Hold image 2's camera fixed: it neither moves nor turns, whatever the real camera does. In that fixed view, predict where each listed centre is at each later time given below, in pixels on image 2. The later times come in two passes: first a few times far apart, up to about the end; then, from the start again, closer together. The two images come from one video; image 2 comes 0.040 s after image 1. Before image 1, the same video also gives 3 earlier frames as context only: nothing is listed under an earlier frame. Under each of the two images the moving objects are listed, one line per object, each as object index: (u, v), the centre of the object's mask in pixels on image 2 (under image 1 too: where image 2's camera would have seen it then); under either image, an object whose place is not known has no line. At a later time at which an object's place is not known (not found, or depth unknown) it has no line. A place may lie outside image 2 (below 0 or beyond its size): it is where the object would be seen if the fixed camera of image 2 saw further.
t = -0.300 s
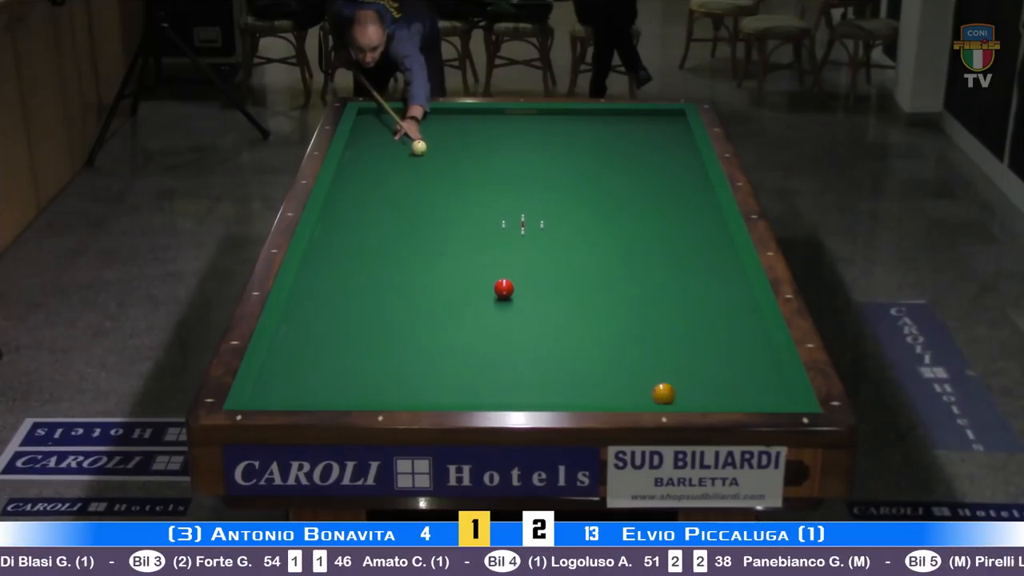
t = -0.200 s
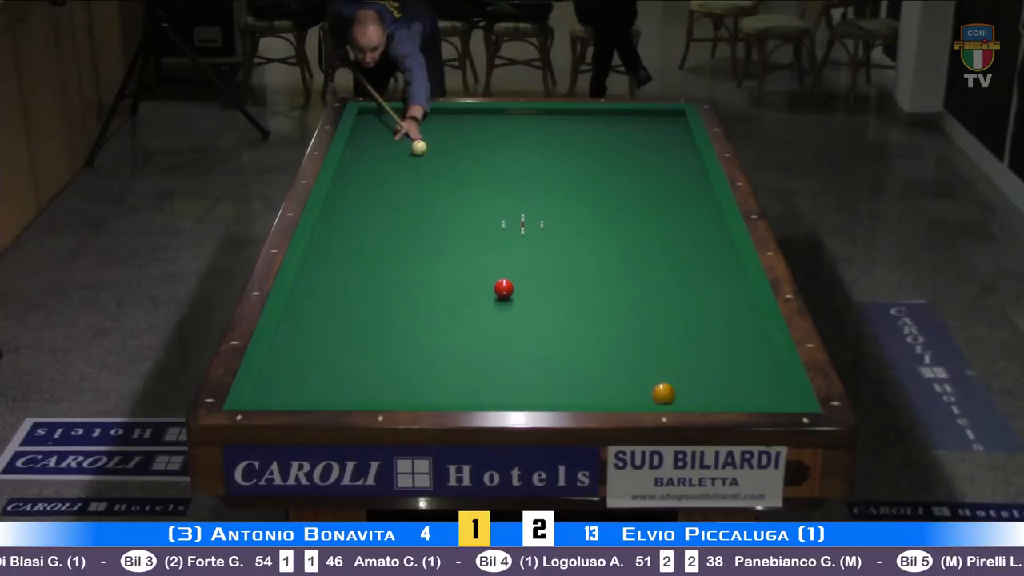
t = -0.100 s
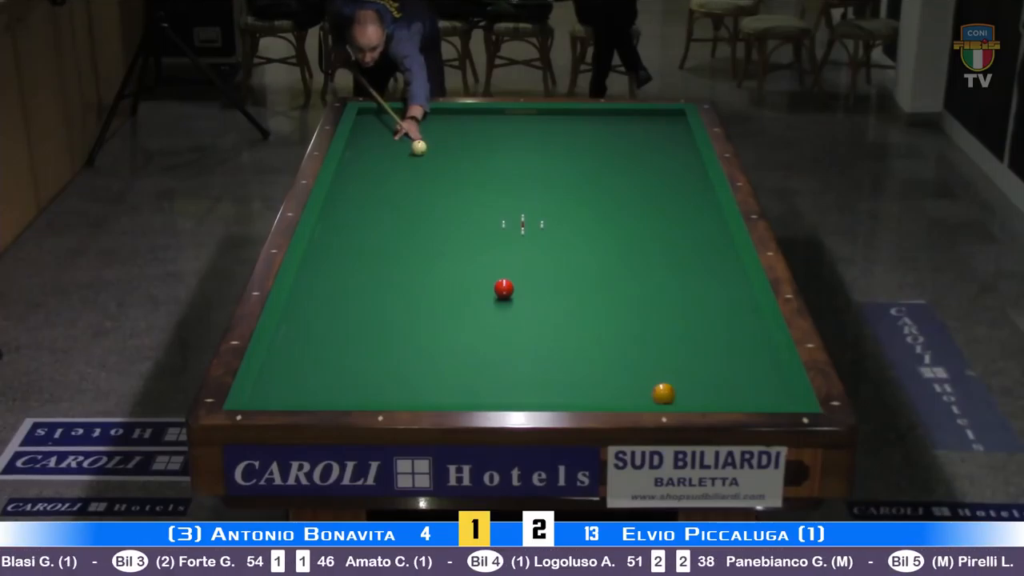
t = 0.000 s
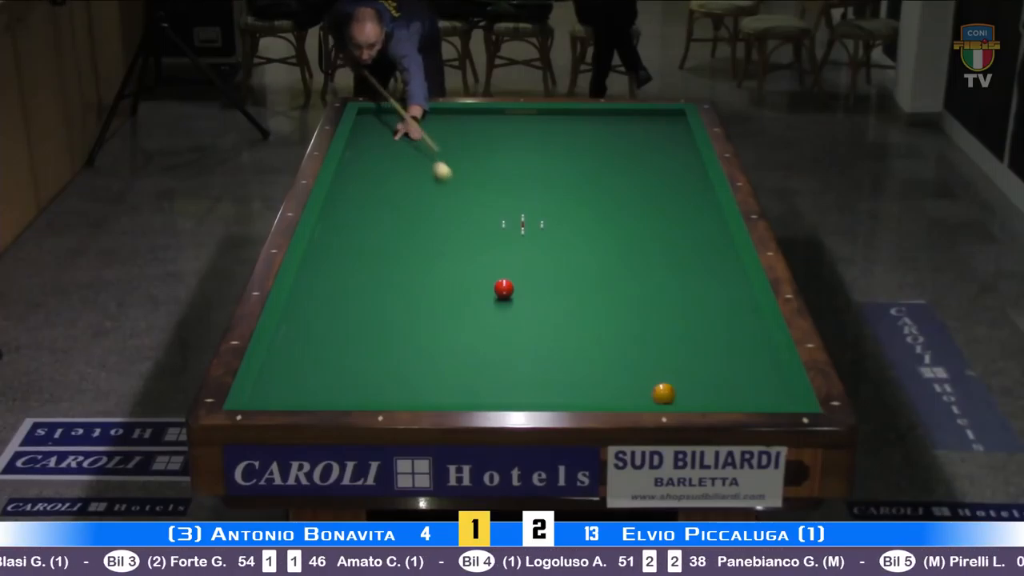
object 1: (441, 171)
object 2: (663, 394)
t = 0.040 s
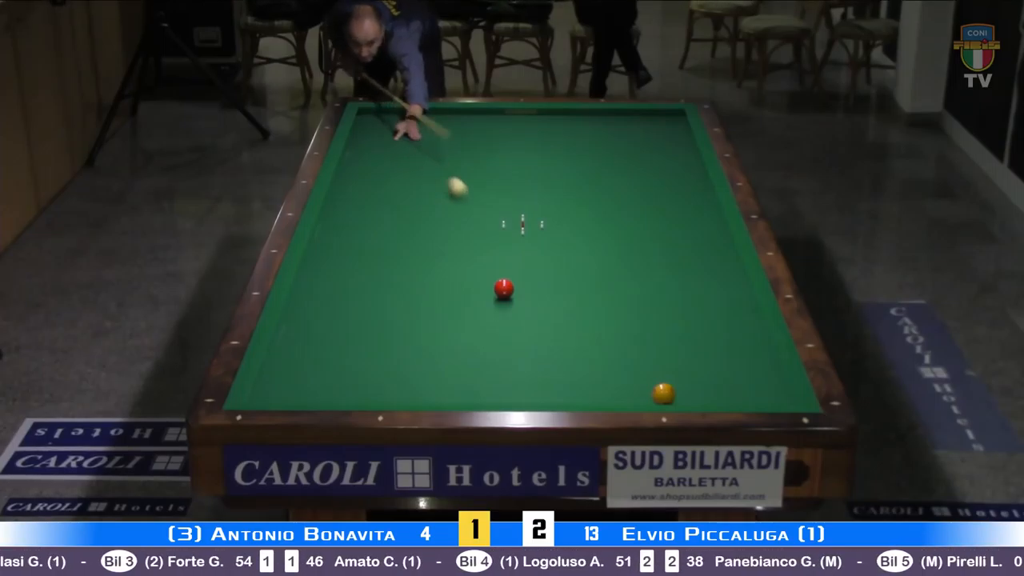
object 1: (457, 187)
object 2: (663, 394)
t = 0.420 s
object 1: (641, 390)
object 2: (675, 396)
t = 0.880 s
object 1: (507, 335)
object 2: (642, 290)
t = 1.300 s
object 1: (453, 309)
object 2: (518, 230)
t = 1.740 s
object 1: (416, 295)
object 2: (414, 179)
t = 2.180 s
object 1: (381, 282)
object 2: (371, 140)
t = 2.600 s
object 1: (352, 270)
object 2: (420, 115)
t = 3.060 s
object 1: (324, 259)
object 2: (437, 123)
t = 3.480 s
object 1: (321, 251)
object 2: (450, 135)
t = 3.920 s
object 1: (335, 246)
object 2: (462, 147)
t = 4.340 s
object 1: (348, 241)
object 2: (476, 160)
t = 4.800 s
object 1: (359, 236)
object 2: (489, 173)
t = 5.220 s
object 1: (368, 233)
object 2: (502, 185)
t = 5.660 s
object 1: (376, 231)
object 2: (516, 198)
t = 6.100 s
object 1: (382, 229)
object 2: (529, 210)
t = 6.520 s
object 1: (386, 228)
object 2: (542, 220)
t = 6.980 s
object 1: (388, 227)
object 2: (555, 233)
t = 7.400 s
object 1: (389, 227)
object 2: (566, 243)
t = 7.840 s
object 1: (389, 227)
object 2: (576, 251)
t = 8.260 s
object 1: (389, 227)
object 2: (587, 263)
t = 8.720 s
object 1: (389, 227)
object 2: (598, 273)
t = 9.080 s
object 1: (389, 227)
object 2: (605, 280)
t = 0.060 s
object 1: (464, 195)
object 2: (663, 394)
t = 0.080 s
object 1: (472, 203)
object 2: (663, 394)
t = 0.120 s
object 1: (489, 221)
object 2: (663, 394)
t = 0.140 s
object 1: (498, 231)
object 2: (663, 394)
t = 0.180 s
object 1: (516, 250)
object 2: (663, 394)
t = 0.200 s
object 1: (525, 260)
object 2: (663, 394)
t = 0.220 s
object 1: (535, 271)
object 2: (663, 394)
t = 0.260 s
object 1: (556, 292)
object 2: (663, 394)
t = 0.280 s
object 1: (567, 304)
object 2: (663, 394)
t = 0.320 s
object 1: (589, 327)
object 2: (663, 394)
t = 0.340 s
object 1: (601, 340)
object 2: (663, 394)
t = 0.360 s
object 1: (613, 353)
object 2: (663, 394)
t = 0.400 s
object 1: (638, 380)
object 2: (663, 394)
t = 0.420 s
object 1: (641, 390)
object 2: (675, 396)
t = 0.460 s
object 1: (623, 397)
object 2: (704, 393)
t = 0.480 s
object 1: (615, 398)
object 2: (715, 385)
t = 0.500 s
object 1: (607, 394)
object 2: (725, 379)
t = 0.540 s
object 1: (593, 388)
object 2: (744, 366)
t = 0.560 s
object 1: (587, 383)
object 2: (753, 360)
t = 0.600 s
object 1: (574, 376)
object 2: (764, 349)
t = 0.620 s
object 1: (568, 372)
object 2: (753, 343)
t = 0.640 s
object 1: (563, 368)
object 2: (743, 338)
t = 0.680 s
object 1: (552, 361)
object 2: (722, 329)
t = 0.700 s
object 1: (547, 358)
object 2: (713, 325)
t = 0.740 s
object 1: (536, 353)
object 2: (695, 316)
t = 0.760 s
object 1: (532, 350)
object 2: (687, 312)
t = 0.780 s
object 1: (527, 347)
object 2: (679, 308)
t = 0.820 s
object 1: (518, 342)
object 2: (664, 300)
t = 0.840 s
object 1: (515, 340)
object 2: (656, 297)
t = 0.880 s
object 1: (507, 335)
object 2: (642, 290)
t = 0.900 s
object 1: (503, 333)
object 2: (635, 287)
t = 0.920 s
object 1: (499, 331)
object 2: (629, 283)
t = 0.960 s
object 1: (493, 327)
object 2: (616, 277)
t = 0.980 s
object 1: (490, 326)
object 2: (610, 274)
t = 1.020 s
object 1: (484, 322)
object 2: (598, 268)
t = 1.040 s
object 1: (481, 321)
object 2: (591, 265)
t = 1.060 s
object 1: (478, 320)
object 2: (586, 262)
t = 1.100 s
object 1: (473, 317)
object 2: (573, 257)
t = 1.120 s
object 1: (470, 316)
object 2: (568, 253)
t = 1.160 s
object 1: (466, 314)
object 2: (557, 248)
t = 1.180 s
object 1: (464, 313)
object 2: (551, 245)
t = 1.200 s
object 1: (462, 312)
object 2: (545, 243)
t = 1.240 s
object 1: (458, 311)
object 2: (534, 237)
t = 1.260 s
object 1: (457, 311)
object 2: (529, 235)
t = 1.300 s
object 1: (453, 309)
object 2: (518, 230)
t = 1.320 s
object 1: (451, 308)
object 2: (513, 227)
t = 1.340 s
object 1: (449, 308)
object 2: (508, 224)
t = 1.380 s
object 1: (446, 306)
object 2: (498, 220)
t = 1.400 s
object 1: (444, 306)
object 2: (493, 217)
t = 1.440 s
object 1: (440, 304)
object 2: (483, 212)
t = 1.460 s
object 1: (439, 304)
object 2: (478, 210)
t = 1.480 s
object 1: (437, 303)
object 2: (473, 208)
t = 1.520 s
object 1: (434, 301)
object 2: (464, 203)
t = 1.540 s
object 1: (432, 301)
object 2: (459, 201)
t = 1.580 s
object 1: (429, 300)
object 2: (450, 196)
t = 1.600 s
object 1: (427, 299)
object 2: (445, 194)
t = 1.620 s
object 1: (425, 298)
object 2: (440, 192)
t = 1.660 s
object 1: (422, 297)
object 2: (432, 187)
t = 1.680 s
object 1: (421, 296)
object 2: (427, 185)
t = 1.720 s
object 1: (417, 295)
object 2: (418, 181)
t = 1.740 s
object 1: (416, 295)
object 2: (414, 179)
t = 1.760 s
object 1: (414, 294)
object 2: (410, 177)
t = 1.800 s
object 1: (411, 293)
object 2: (402, 173)
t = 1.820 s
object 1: (409, 292)
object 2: (397, 171)
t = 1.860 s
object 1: (406, 291)
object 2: (390, 167)
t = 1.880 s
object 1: (404, 290)
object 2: (386, 165)
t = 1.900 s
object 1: (402, 290)
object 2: (382, 163)
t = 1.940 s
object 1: (399, 289)
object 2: (374, 159)
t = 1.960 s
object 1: (398, 288)
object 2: (370, 157)
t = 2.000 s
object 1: (395, 287)
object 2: (362, 153)
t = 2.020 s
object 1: (393, 286)
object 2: (359, 152)
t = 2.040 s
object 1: (392, 286)
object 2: (355, 149)
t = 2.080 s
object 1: (389, 285)
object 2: (353, 146)
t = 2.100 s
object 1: (387, 284)
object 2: (357, 145)
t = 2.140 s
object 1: (384, 283)
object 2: (364, 142)
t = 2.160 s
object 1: (383, 282)
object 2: (368, 141)
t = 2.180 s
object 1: (381, 282)
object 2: (371, 140)
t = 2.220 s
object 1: (378, 281)
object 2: (377, 137)
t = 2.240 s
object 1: (377, 280)
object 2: (380, 136)
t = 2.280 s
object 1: (374, 279)
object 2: (385, 134)
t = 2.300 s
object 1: (373, 279)
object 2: (387, 132)
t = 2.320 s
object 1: (371, 278)
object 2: (390, 131)
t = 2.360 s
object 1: (368, 277)
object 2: (394, 129)
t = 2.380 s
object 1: (367, 276)
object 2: (396, 127)
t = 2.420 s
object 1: (364, 275)
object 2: (401, 125)
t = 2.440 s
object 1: (363, 275)
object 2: (403, 124)
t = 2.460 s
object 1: (362, 274)
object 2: (405, 123)
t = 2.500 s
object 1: (359, 273)
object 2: (410, 120)
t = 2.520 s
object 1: (357, 272)
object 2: (412, 119)
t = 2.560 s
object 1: (355, 271)
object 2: (416, 117)
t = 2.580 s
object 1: (354, 271)
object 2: (418, 116)
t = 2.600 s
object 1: (352, 270)
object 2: (420, 115)
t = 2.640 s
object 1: (350, 269)
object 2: (424, 112)
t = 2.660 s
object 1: (348, 269)
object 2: (426, 111)
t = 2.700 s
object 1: (346, 268)
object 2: (428, 111)
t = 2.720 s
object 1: (344, 267)
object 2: (428, 112)
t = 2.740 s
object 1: (343, 267)
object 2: (429, 113)
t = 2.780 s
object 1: (340, 266)
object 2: (429, 115)
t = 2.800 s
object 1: (339, 265)
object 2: (430, 115)
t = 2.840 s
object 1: (337, 264)
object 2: (431, 116)
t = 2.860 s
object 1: (336, 264)
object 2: (431, 117)
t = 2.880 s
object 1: (334, 263)
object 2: (432, 118)
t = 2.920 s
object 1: (332, 262)
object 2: (433, 119)
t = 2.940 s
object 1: (330, 262)
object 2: (434, 119)
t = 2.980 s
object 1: (328, 261)
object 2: (435, 121)
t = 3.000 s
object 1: (327, 261)
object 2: (435, 121)
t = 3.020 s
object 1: (326, 260)
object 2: (436, 122)
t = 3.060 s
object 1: (324, 259)
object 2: (437, 123)
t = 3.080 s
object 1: (322, 258)
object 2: (438, 123)
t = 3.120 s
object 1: (320, 257)
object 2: (439, 125)
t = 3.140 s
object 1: (319, 257)
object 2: (439, 125)
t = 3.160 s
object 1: (318, 257)
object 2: (440, 126)
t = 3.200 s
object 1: (315, 256)
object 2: (441, 127)
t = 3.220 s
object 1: (315, 255)
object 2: (442, 128)
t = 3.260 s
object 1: (313, 254)
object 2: (443, 129)
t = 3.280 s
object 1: (313, 254)
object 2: (444, 129)
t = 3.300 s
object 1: (314, 254)
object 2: (444, 130)
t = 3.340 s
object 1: (316, 253)
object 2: (445, 131)
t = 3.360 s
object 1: (316, 253)
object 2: (446, 132)
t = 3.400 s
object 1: (318, 252)
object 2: (447, 133)
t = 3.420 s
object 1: (319, 252)
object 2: (448, 133)
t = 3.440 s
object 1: (319, 252)
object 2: (448, 134)
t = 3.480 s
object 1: (321, 251)
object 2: (450, 135)
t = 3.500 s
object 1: (322, 251)
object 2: (450, 136)
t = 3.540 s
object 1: (323, 251)
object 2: (452, 137)
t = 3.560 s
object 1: (323, 250)
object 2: (452, 137)
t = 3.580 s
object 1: (324, 250)
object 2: (453, 138)
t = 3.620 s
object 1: (326, 249)
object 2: (454, 139)
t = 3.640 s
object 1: (326, 249)
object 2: (454, 140)
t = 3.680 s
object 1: (328, 248)
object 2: (456, 141)
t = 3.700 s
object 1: (328, 248)
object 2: (456, 141)
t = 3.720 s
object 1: (329, 248)
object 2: (457, 142)
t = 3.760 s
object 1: (330, 247)
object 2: (458, 143)
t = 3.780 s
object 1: (331, 247)
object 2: (458, 143)
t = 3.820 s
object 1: (332, 247)
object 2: (460, 144)
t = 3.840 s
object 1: (333, 246)
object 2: (460, 145)
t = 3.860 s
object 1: (334, 246)
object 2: (461, 145)
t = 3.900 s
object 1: (335, 246)
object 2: (462, 147)
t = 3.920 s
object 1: (335, 246)
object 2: (462, 147)
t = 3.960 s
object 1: (337, 245)
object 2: (464, 148)
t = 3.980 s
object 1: (337, 245)
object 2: (465, 149)
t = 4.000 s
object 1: (338, 245)
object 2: (465, 149)
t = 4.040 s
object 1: (339, 244)
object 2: (467, 151)
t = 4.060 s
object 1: (340, 244)
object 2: (467, 151)
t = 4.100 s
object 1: (341, 243)
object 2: (468, 153)
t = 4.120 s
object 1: (341, 243)
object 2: (469, 153)
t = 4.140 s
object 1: (342, 243)
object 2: (470, 154)
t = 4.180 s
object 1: (343, 242)
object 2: (471, 155)
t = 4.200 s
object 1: (344, 242)
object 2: (471, 156)
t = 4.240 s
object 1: (345, 242)
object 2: (472, 157)
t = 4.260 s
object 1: (346, 242)
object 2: (473, 158)
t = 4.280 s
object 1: (346, 241)
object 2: (474, 158)
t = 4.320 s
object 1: (347, 241)
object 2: (475, 160)
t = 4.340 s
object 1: (348, 241)
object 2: (476, 160)
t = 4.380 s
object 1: (349, 240)
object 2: (477, 161)
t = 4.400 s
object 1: (350, 240)
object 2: (477, 162)
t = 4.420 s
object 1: (350, 240)
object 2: (478, 162)
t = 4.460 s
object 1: (351, 240)
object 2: (479, 164)
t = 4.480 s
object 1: (351, 239)
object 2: (480, 164)
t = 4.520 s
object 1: (353, 239)
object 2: (481, 165)
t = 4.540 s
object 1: (353, 239)
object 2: (482, 166)
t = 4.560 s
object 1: (354, 239)
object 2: (482, 166)
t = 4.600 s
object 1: (355, 238)
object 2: (484, 167)
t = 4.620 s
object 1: (355, 238)
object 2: (484, 168)
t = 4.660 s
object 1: (356, 238)
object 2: (485, 169)
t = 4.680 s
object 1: (356, 237)
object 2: (486, 170)
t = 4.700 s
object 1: (357, 237)
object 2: (487, 170)
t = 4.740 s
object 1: (358, 237)
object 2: (488, 171)
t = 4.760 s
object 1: (358, 237)
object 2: (488, 172)
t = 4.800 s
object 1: (359, 236)
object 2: (489, 173)
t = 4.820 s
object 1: (360, 236)
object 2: (490, 174)
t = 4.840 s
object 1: (360, 236)
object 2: (491, 174)
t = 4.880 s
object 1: (361, 236)
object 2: (492, 175)
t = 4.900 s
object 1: (361, 236)
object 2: (493, 176)
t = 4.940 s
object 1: (362, 235)
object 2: (494, 177)
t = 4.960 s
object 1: (363, 235)
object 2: (495, 178)
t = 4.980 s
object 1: (363, 235)
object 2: (495, 178)
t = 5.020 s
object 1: (364, 235)
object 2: (496, 180)
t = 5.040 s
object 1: (364, 235)
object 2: (497, 180)
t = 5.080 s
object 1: (365, 234)
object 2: (498, 182)
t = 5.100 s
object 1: (366, 234)
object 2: (499, 182)
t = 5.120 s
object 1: (366, 234)
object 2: (499, 183)
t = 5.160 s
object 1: (367, 234)
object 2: (501, 184)
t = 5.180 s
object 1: (367, 233)
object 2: (501, 184)
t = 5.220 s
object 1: (368, 233)
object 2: (502, 185)
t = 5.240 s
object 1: (368, 233)
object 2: (503, 186)
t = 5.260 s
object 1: (369, 233)
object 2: (504, 186)
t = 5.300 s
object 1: (369, 232)
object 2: (505, 188)
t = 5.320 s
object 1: (370, 232)
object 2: (505, 188)
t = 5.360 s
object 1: (371, 232)
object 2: (507, 190)
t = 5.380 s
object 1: (371, 232)
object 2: (507, 190)
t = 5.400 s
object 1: (371, 232)
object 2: (508, 191)
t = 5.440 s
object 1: (372, 232)
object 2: (509, 192)
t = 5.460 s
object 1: (372, 232)
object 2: (510, 192)
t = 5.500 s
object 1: (373, 231)
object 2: (511, 194)
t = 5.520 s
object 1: (373, 231)
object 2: (512, 194)
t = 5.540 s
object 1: (374, 231)
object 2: (512, 195)
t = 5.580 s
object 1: (374, 231)
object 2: (513, 196)
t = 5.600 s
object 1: (375, 231)
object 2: (514, 196)
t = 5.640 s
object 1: (375, 231)
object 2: (515, 197)
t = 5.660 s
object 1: (376, 231)
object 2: (516, 198)
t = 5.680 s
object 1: (376, 231)
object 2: (517, 199)
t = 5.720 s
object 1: (376, 230)
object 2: (518, 200)
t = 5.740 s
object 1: (377, 230)
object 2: (518, 200)
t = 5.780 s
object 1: (377, 230)
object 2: (520, 201)
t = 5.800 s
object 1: (378, 230)
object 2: (520, 202)
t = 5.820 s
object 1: (378, 230)
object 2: (521, 202)
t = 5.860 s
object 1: (378, 230)
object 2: (522, 203)
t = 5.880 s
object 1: (379, 230)
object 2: (522, 204)
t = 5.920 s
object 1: (379, 229)
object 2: (524, 205)
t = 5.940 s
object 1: (379, 229)
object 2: (524, 205)
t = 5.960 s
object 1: (380, 229)
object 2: (525, 206)
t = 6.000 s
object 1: (380, 229)
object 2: (526, 207)
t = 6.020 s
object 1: (380, 229)
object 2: (527, 207)
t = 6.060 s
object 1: (381, 229)
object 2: (528, 208)
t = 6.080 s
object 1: (381, 229)
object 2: (529, 209)
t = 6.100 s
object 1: (382, 229)
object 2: (529, 210)
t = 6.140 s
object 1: (382, 228)
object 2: (530, 211)
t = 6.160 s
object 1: (382, 228)
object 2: (531, 211)
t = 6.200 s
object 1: (383, 228)
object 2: (532, 212)
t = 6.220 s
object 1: (383, 228)
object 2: (532, 212)
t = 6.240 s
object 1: (383, 228)
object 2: (533, 213)
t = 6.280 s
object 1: (383, 228)
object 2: (534, 214)
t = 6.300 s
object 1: (384, 228)
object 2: (534, 214)
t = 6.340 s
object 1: (384, 228)
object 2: (536, 215)
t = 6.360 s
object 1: (384, 228)
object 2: (536, 216)
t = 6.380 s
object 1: (384, 228)
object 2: (537, 216)
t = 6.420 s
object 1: (385, 228)
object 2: (538, 218)
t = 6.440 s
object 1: (385, 228)
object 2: (539, 219)
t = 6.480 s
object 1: (385, 228)
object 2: (540, 220)
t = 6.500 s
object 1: (385, 228)
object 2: (541, 220)
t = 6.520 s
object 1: (386, 228)
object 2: (542, 220)
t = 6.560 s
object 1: (386, 228)
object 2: (543, 222)
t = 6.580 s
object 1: (386, 227)
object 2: (543, 222)
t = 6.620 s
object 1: (386, 228)
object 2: (544, 223)
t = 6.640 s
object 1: (386, 227)
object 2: (545, 224)
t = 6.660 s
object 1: (387, 227)
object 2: (546, 225)
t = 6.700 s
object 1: (387, 227)
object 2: (547, 226)
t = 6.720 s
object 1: (387, 227)
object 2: (548, 226)
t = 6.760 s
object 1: (387, 227)
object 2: (548, 227)
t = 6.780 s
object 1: (387, 227)
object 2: (549, 228)
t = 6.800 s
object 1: (388, 227)
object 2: (550, 228)
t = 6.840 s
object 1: (388, 227)
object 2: (551, 230)
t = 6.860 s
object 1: (388, 227)
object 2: (552, 230)
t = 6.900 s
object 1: (388, 227)
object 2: (553, 231)
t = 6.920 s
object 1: (388, 227)
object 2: (553, 232)
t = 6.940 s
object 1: (388, 227)
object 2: (554, 232)
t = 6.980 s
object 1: (388, 227)
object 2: (555, 233)
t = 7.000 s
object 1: (388, 227)
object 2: (555, 234)
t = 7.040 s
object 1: (389, 226)
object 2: (556, 234)
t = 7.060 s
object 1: (393, 226)
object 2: (557, 235)
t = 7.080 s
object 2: (558, 235)
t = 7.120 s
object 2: (559, 236)
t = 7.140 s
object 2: (559, 237)
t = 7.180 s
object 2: (560, 238)
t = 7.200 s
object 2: (561, 238)
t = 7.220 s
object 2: (561, 239)
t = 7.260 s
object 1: (388, 224)
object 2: (562, 240)
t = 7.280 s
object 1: (389, 225)
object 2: (563, 241)
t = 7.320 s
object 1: (389, 227)
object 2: (564, 242)
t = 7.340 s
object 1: (389, 227)
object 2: (565, 242)
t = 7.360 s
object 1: (389, 227)
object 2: (565, 242)
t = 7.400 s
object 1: (389, 227)
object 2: (566, 243)
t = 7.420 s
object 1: (389, 227)
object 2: (568, 242)
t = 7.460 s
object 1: (389, 227)
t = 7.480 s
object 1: (389, 227)
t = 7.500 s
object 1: (389, 227)
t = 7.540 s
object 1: (389, 227)
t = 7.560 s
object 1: (389, 227)
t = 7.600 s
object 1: (389, 227)
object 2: (568, 242)
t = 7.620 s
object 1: (389, 227)
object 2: (570, 244)
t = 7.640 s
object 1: (389, 227)
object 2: (572, 247)
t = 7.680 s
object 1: (389, 227)
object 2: (573, 249)
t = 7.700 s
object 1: (389, 227)
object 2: (573, 249)
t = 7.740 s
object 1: (389, 227)
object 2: (574, 250)
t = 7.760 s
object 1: (389, 227)
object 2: (575, 250)
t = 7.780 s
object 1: (389, 227)
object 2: (575, 250)
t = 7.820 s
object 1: (389, 227)
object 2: (576, 251)
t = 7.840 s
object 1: (389, 227)
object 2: (576, 251)
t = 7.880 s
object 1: (389, 227)
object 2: (577, 252)
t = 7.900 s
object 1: (389, 227)
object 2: (577, 252)
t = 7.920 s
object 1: (389, 227)
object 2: (578, 252)
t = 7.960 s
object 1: (389, 227)
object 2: (578, 253)
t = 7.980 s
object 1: (389, 227)
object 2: (579, 253)
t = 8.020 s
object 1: (389, 227)
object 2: (582, 257)
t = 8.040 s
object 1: (389, 227)
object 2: (582, 258)
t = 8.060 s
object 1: (389, 227)
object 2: (583, 259)
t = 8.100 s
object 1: (389, 227)
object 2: (584, 259)
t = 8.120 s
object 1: (389, 227)
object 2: (584, 260)
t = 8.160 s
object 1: (389, 227)
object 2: (585, 261)
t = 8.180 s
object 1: (389, 227)
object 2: (585, 261)
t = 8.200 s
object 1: (389, 227)
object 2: (586, 262)
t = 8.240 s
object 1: (389, 227)
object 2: (587, 263)
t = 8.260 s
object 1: (389, 227)
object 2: (587, 263)
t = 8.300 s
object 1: (389, 227)
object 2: (588, 264)
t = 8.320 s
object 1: (389, 227)
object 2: (589, 265)
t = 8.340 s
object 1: (389, 227)
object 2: (589, 265)
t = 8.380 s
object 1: (389, 227)
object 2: (590, 266)
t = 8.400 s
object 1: (389, 227)
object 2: (591, 266)
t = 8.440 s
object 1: (389, 227)
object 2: (591, 268)
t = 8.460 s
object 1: (389, 227)
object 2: (592, 268)
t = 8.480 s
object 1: (389, 227)
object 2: (592, 268)
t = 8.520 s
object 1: (389, 227)
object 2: (593, 269)
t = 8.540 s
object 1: (389, 227)
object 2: (594, 269)
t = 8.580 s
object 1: (389, 227)
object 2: (594, 270)
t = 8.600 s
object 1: (389, 227)
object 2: (595, 271)
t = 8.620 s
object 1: (389, 227)
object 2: (595, 271)
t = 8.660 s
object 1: (389, 227)
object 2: (596, 272)
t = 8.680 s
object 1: (389, 227)
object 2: (597, 272)
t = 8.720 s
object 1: (389, 227)
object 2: (598, 273)
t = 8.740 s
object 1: (389, 227)
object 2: (598, 273)
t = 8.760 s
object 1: (389, 227)
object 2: (598, 274)
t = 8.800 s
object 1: (389, 227)
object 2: (599, 275)
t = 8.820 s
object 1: (389, 227)
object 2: (600, 275)
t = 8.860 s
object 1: (389, 227)
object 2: (600, 276)
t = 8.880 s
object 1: (389, 227)
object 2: (601, 277)
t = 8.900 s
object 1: (389, 227)
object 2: (601, 277)
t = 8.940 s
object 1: (389, 227)
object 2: (602, 278)
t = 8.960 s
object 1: (389, 227)
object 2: (602, 278)
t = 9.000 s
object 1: (389, 227)
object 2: (603, 278)
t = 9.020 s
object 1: (389, 227)
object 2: (604, 279)
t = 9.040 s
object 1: (389, 227)
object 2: (604, 279)
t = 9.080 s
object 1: (389, 227)
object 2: (605, 280)
